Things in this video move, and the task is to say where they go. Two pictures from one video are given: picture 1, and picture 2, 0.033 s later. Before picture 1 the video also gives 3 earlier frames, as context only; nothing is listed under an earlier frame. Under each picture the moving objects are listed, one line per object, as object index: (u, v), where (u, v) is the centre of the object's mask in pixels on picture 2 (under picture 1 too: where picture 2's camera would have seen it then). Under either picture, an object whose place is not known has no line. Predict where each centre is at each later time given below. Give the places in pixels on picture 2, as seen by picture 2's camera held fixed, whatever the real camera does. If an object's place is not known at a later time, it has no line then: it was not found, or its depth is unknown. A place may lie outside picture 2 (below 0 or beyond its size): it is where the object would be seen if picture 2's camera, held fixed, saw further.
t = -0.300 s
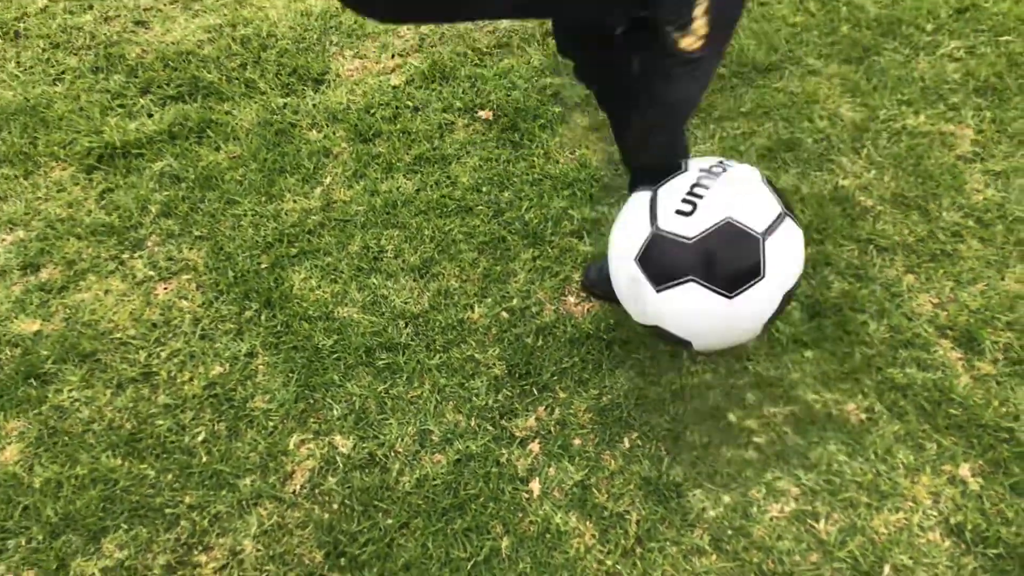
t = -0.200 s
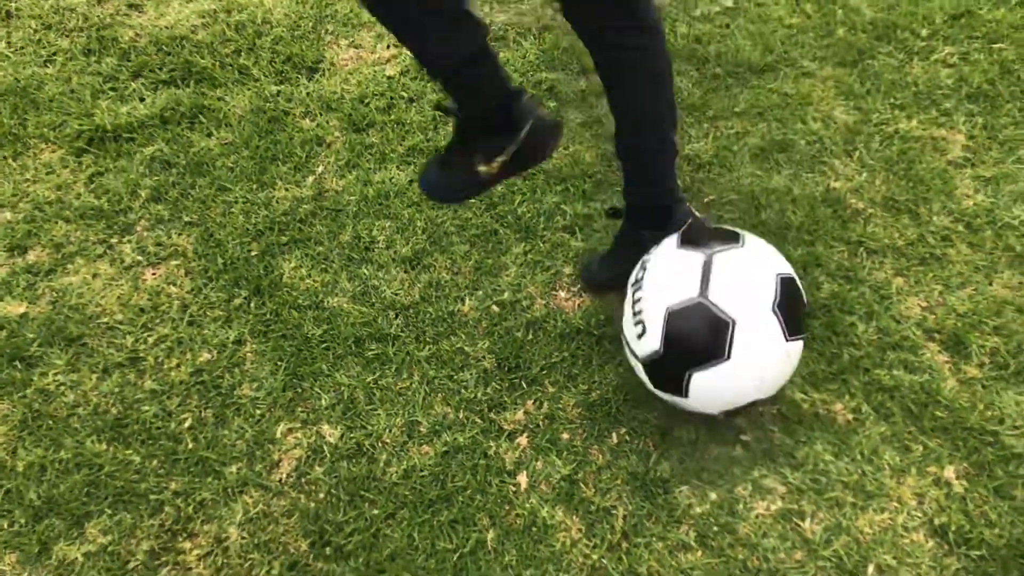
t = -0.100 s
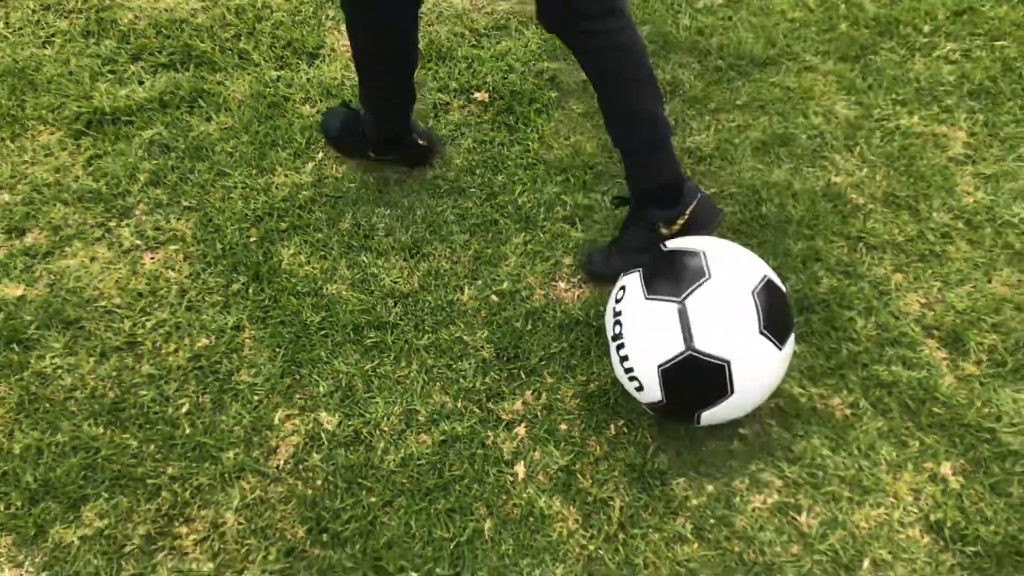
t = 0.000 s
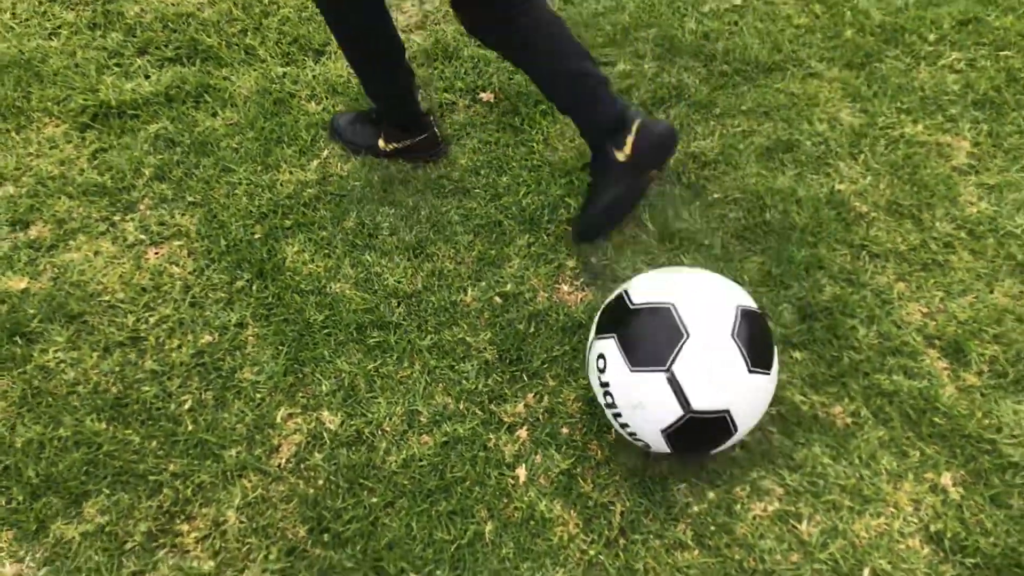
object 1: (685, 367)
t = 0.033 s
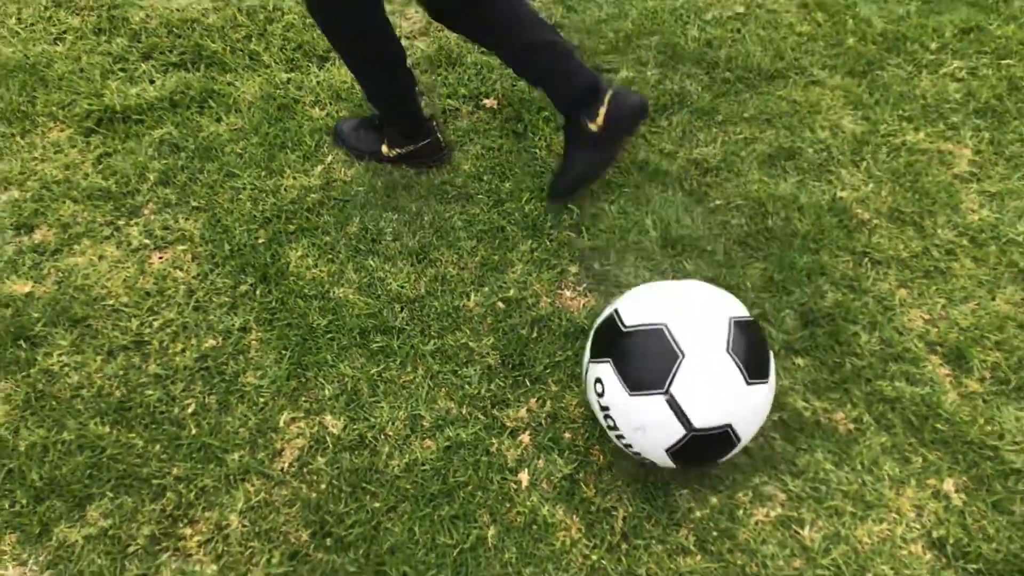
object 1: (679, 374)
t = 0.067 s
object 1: (674, 379)
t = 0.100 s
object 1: (668, 383)
